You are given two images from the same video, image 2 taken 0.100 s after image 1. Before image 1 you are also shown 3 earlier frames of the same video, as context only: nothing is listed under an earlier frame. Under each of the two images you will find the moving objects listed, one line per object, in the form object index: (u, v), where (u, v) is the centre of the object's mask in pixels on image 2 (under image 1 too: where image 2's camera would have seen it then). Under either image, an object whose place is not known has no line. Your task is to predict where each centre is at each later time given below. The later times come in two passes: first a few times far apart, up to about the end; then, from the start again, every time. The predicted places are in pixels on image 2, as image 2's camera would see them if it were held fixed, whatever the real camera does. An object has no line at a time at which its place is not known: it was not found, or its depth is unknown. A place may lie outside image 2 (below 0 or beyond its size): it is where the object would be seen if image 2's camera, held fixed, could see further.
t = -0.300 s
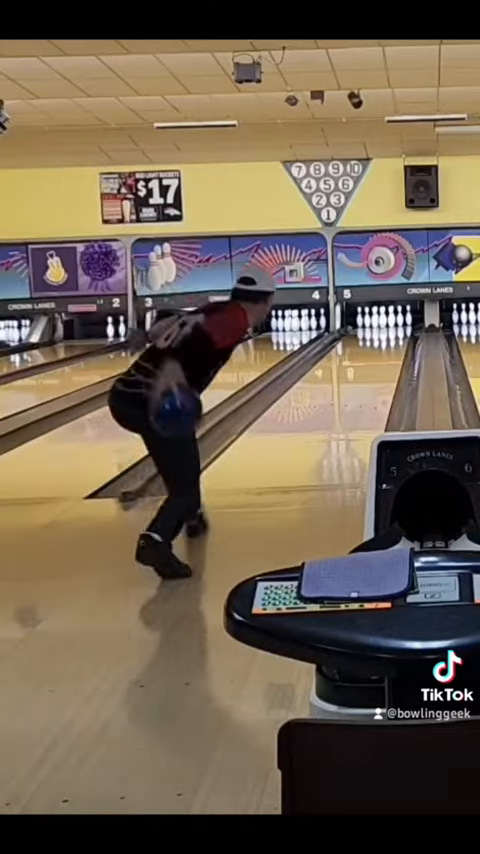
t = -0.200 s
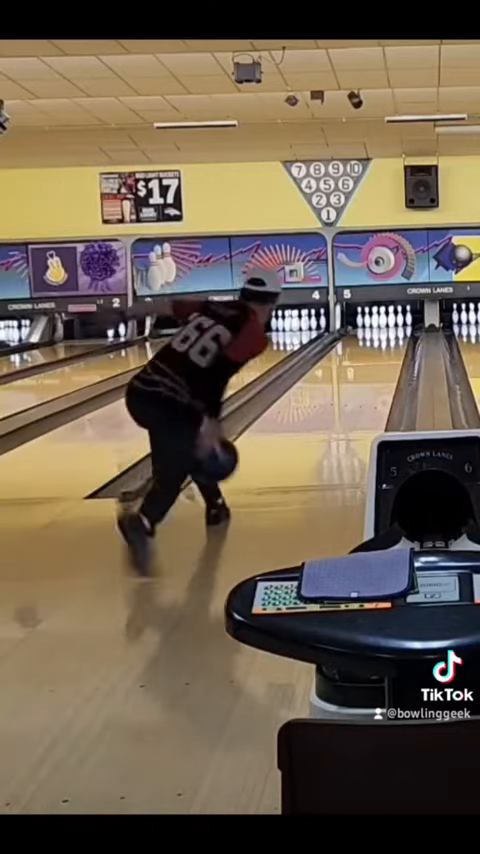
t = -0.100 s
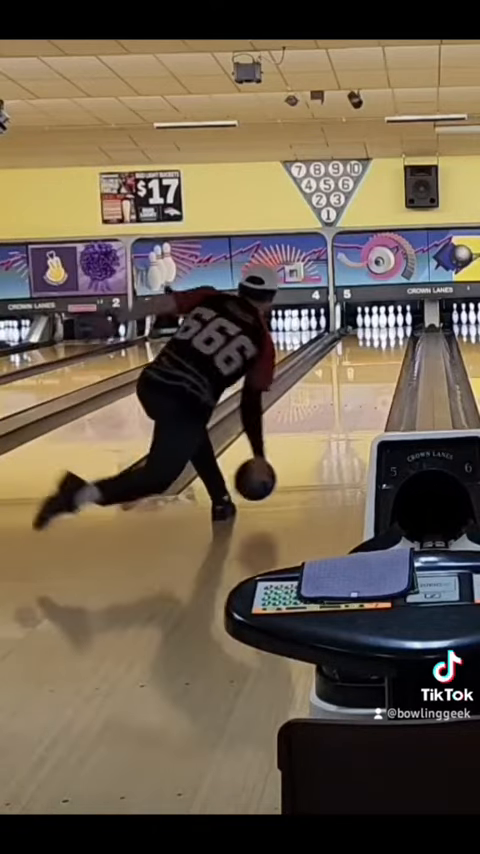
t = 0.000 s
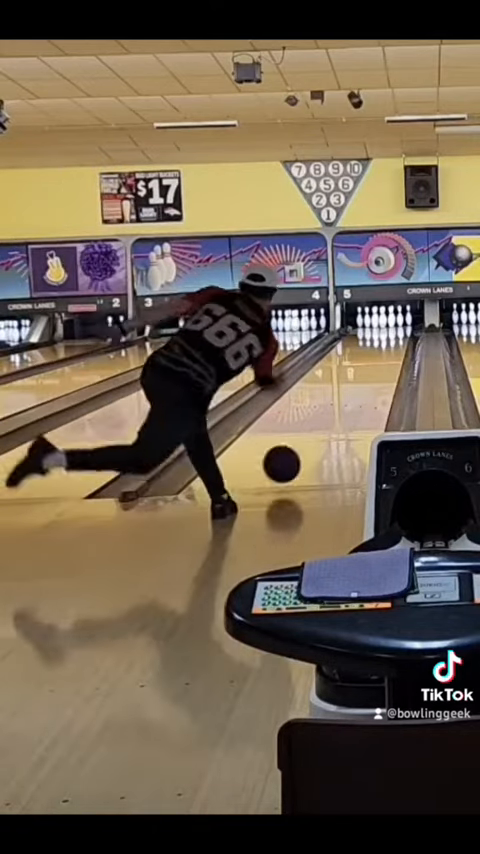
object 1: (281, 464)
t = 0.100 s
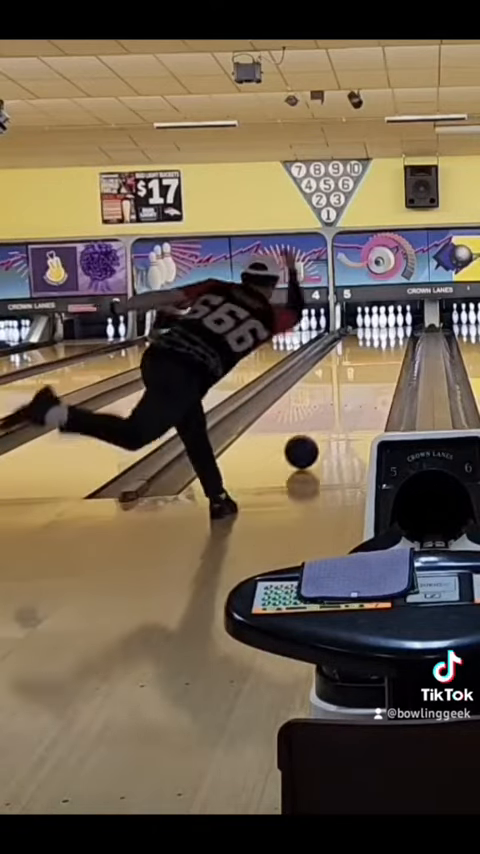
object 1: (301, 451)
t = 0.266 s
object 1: (325, 425)
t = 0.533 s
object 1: (352, 394)
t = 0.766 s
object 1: (368, 375)
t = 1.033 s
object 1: (380, 360)
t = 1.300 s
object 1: (388, 348)
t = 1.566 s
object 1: (393, 339)
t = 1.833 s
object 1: (395, 332)
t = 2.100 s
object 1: (394, 326)
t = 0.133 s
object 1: (306, 446)
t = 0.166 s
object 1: (312, 440)
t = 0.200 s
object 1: (316, 435)
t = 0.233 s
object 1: (321, 430)
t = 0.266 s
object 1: (325, 425)
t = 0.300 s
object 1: (330, 420)
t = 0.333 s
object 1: (333, 416)
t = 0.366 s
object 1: (337, 412)
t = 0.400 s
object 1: (340, 408)
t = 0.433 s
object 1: (343, 404)
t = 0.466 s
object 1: (346, 401)
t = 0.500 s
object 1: (349, 397)
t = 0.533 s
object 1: (352, 394)
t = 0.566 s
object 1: (355, 391)
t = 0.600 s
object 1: (357, 388)
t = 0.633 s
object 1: (359, 385)
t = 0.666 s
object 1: (361, 383)
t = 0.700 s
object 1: (364, 380)
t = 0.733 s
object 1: (366, 378)
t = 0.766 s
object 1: (368, 375)
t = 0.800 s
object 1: (369, 373)
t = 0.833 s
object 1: (371, 371)
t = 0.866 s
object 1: (373, 369)
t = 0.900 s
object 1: (374, 367)
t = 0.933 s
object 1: (376, 366)
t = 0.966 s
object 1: (377, 364)
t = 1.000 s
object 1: (379, 362)
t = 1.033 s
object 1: (380, 360)
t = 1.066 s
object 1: (381, 359)
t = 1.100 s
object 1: (382, 358)
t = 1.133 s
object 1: (383, 356)
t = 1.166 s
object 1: (384, 353)
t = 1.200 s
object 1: (385, 352)
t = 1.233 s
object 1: (386, 351)
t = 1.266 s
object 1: (387, 349)
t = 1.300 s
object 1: (388, 348)
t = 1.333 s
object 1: (389, 347)
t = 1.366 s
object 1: (390, 346)
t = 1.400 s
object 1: (390, 345)
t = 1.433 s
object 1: (391, 343)
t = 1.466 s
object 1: (391, 342)
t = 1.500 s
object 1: (392, 341)
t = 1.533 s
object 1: (392, 340)
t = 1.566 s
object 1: (393, 339)
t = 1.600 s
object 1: (393, 338)
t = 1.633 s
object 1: (394, 337)
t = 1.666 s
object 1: (394, 336)
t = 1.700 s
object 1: (394, 335)
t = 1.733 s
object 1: (395, 334)
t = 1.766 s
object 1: (395, 333)
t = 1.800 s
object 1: (395, 332)
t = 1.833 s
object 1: (395, 332)
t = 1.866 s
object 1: (395, 331)
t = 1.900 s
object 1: (396, 330)
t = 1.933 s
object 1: (395, 329)
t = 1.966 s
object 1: (395, 328)
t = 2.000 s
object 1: (395, 327)
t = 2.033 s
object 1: (394, 327)
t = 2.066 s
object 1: (394, 327)
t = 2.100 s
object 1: (394, 326)
